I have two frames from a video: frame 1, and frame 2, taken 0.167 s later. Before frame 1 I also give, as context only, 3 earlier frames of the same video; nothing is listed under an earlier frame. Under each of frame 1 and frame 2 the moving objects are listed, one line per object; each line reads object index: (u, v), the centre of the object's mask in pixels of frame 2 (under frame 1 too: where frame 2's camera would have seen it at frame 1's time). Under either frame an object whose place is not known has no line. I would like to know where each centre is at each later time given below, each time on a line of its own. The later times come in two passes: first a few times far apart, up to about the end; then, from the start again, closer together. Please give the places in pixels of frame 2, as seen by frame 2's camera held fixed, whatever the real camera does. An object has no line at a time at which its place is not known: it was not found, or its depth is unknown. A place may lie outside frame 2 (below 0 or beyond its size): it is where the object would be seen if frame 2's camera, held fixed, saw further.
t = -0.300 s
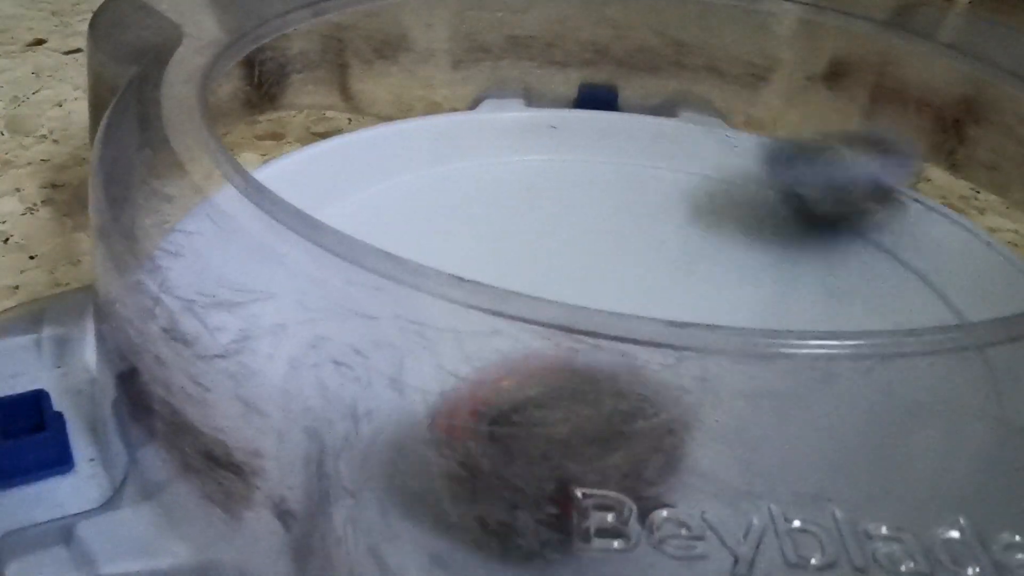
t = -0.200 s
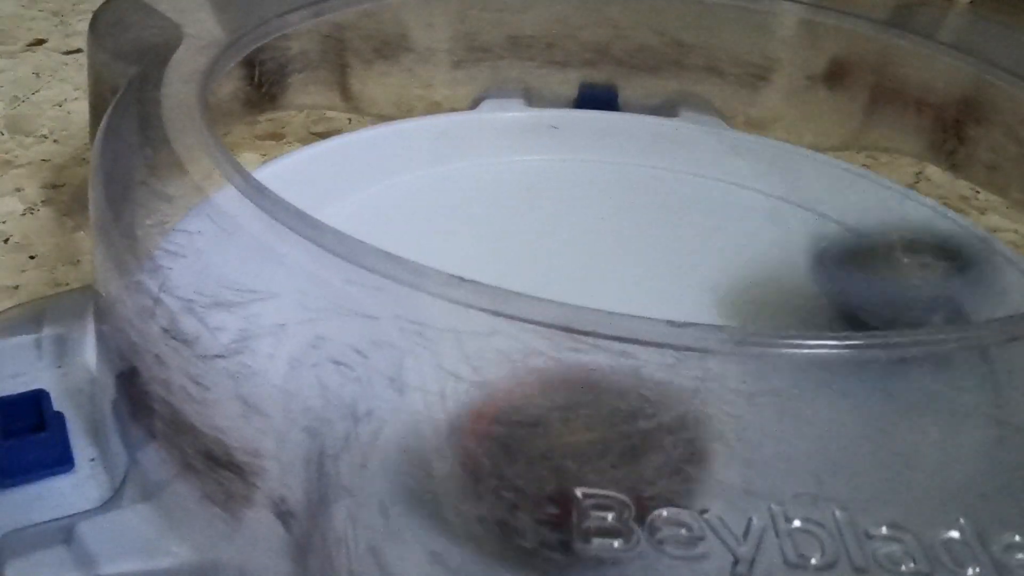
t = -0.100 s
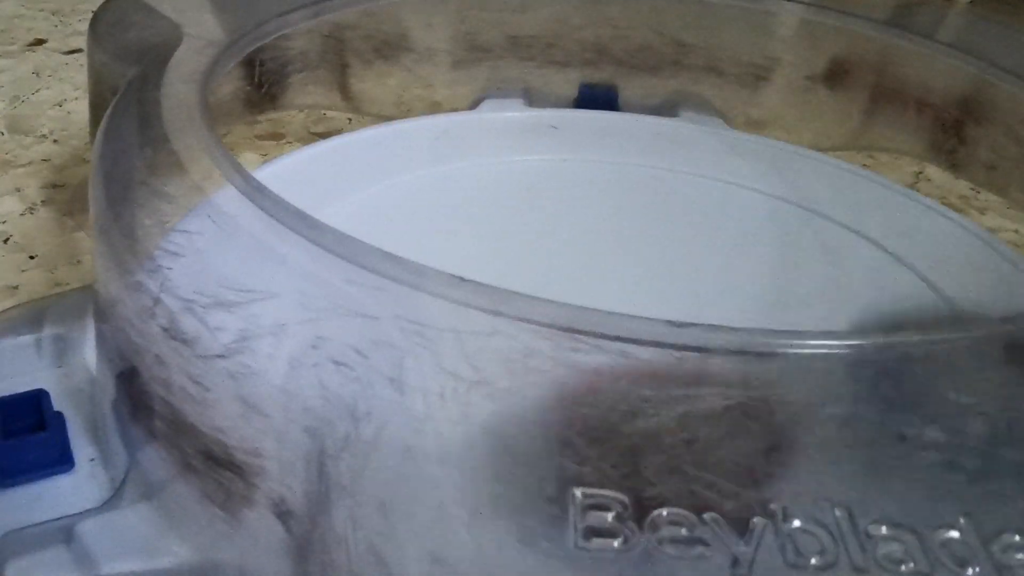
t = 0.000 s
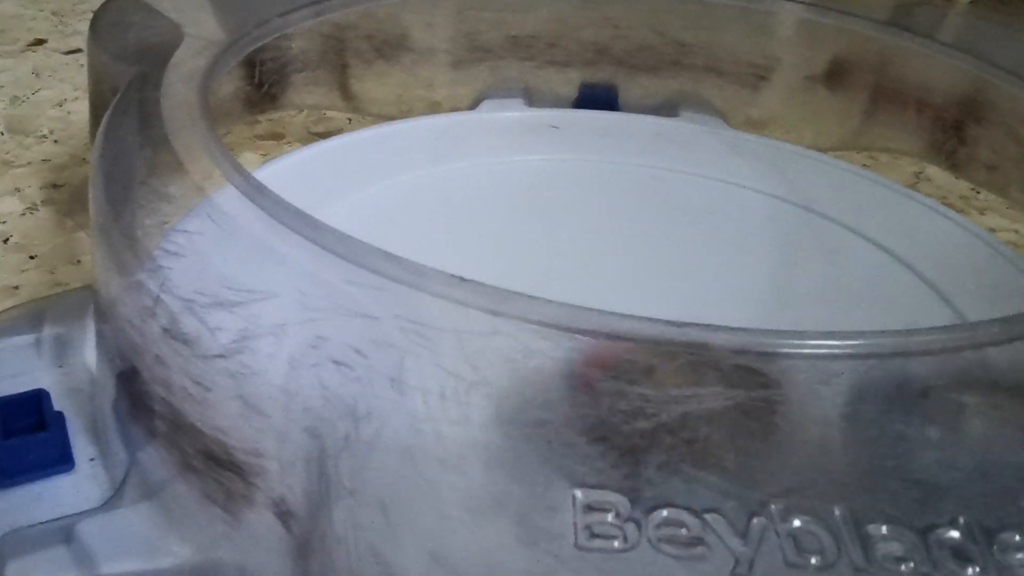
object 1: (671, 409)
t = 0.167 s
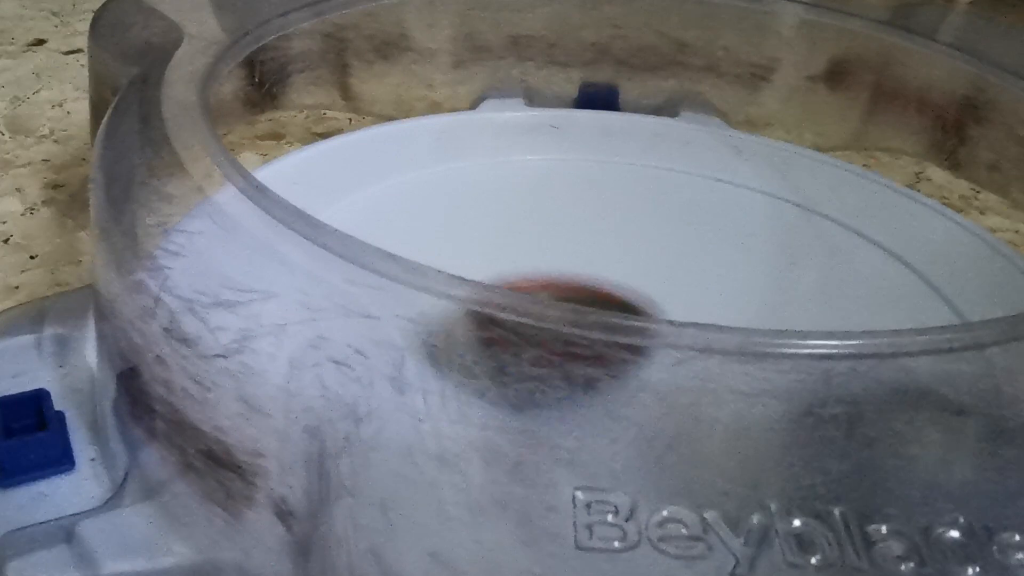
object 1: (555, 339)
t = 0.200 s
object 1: (540, 327)
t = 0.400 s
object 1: (402, 324)
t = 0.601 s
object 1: (435, 346)
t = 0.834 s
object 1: (552, 286)
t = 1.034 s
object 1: (534, 253)
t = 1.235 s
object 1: (459, 226)
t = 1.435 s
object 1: (325, 117)
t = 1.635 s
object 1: (322, 75)
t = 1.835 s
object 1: (405, 139)
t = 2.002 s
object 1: (616, 338)
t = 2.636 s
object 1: (771, 304)
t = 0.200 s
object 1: (540, 327)
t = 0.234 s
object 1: (517, 322)
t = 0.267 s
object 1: (493, 318)
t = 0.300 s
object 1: (475, 311)
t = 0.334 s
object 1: (454, 304)
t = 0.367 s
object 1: (426, 315)
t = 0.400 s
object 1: (402, 324)
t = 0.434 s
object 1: (390, 323)
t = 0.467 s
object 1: (390, 316)
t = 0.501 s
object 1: (393, 320)
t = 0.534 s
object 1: (402, 322)
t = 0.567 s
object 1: (422, 332)
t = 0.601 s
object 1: (435, 346)
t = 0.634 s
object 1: (455, 349)
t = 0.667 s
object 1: (479, 352)
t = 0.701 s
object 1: (501, 354)
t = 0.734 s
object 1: (514, 360)
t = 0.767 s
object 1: (533, 357)
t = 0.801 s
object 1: (544, 342)
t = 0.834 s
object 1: (552, 286)
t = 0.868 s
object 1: (557, 283)
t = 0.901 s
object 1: (559, 279)
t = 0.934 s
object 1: (555, 273)
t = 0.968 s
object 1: (550, 266)
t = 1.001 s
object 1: (542, 259)
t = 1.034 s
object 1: (534, 253)
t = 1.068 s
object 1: (522, 245)
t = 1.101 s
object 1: (509, 241)
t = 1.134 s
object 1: (494, 234)
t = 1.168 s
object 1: (481, 230)
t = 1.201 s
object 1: (470, 226)
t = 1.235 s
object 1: (459, 226)
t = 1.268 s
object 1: (448, 223)
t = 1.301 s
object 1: (437, 222)
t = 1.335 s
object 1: (427, 221)
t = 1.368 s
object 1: (407, 216)
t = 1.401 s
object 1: (363, 180)
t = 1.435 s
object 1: (325, 117)
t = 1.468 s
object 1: (307, 102)
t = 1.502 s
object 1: (294, 93)
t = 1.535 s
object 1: (289, 86)
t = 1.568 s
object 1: (287, 91)
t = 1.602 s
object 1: (297, 86)
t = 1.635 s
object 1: (322, 75)
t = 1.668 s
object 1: (331, 77)
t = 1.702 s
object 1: (340, 76)
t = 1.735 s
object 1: (346, 81)
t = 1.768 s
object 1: (363, 98)
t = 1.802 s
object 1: (383, 117)
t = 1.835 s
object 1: (405, 139)
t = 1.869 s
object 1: (430, 177)
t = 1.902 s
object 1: (459, 205)
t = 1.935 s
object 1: (505, 234)
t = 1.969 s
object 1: (548, 293)
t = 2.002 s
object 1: (616, 338)
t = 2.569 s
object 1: (724, 300)
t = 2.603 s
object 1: (711, 292)
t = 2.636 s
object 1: (771, 304)
